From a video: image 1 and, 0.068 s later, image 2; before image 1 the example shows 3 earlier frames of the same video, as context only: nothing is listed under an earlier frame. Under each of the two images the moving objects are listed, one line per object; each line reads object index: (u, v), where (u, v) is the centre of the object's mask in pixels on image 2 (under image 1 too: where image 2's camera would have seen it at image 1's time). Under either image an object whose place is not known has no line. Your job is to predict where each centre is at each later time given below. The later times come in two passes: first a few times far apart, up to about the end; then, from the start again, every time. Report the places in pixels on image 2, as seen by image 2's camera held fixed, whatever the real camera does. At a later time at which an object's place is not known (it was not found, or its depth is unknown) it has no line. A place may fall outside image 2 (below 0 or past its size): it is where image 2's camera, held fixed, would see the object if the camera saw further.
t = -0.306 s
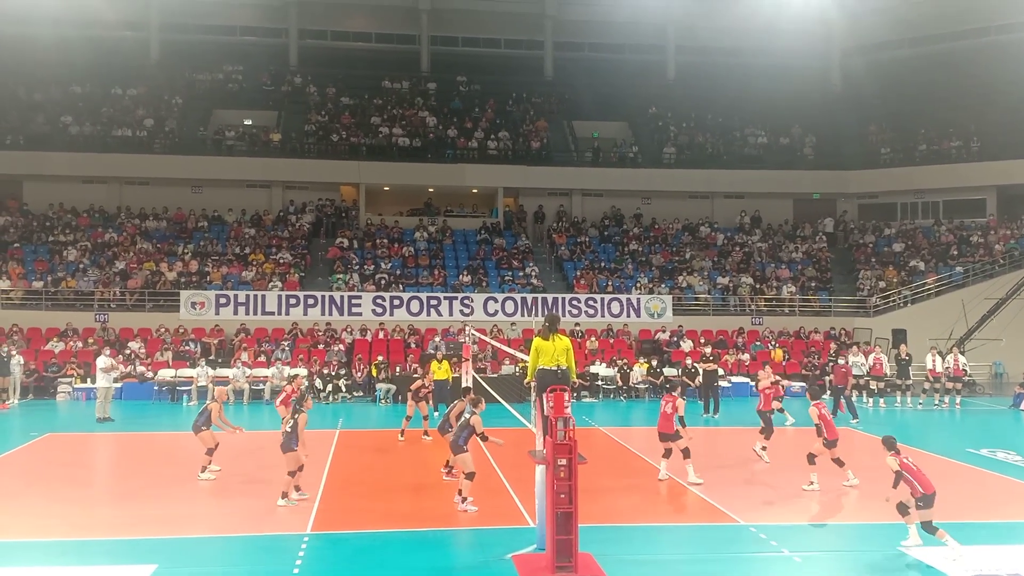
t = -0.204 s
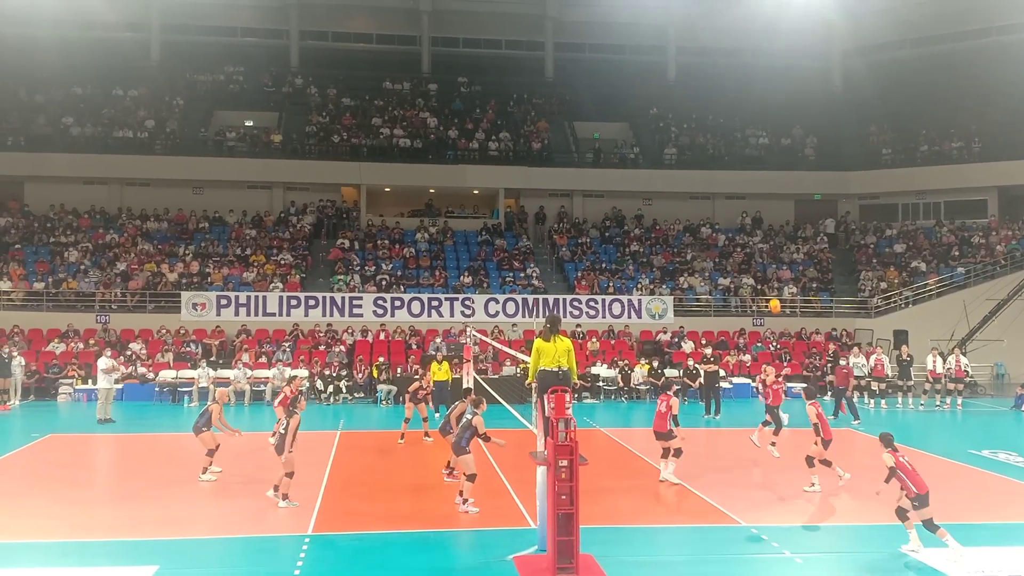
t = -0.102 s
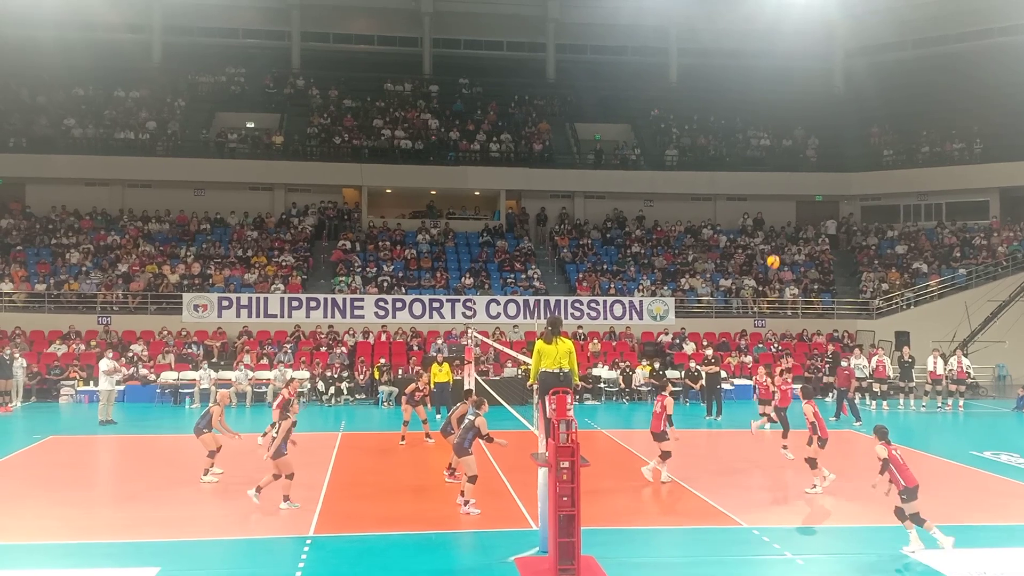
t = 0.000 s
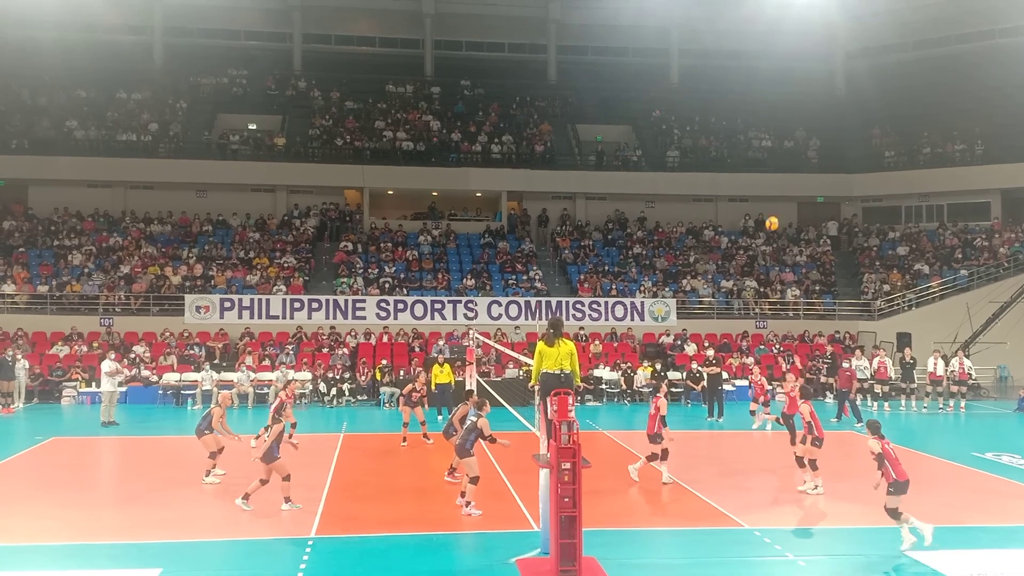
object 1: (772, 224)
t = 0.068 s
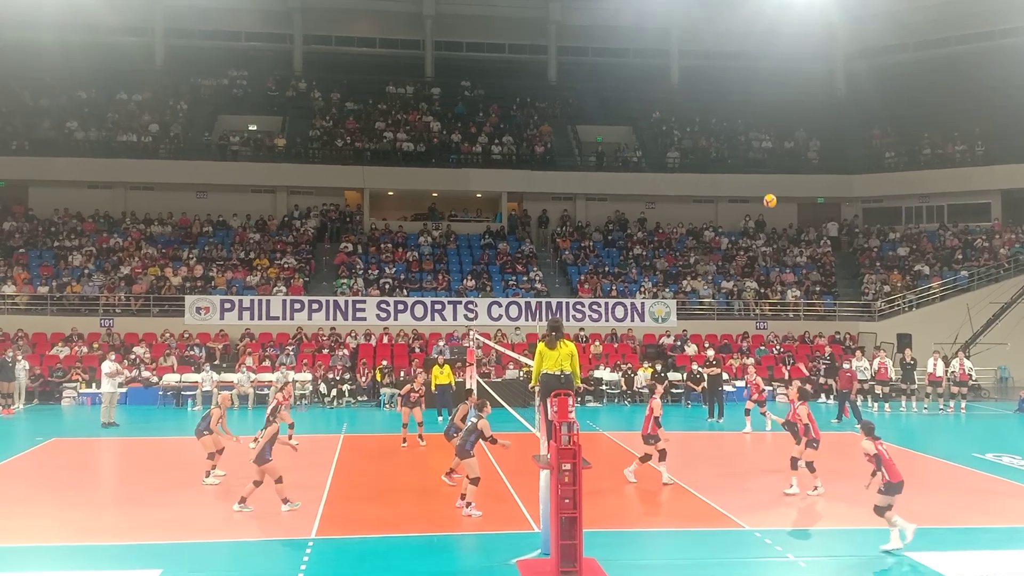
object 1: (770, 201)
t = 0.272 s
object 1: (764, 145)
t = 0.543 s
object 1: (756, 103)
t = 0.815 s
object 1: (747, 104)
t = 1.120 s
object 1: (737, 161)
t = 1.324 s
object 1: (730, 235)
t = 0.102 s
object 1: (769, 190)
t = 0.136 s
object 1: (768, 180)
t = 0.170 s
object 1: (767, 170)
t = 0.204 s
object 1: (766, 161)
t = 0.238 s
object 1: (765, 152)
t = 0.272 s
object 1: (764, 145)
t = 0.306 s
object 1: (763, 137)
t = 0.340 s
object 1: (762, 130)
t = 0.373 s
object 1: (761, 124)
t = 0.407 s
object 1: (760, 119)
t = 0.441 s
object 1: (759, 114)
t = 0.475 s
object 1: (758, 109)
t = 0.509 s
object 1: (756, 106)
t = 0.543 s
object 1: (756, 103)
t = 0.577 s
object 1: (755, 101)
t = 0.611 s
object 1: (754, 99)
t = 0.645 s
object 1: (753, 98)
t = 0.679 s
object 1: (751, 98)
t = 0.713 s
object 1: (750, 98)
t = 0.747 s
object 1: (749, 100)
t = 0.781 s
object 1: (748, 102)
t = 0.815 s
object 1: (747, 104)
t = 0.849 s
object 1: (746, 107)
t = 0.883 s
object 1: (745, 111)
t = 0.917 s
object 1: (744, 116)
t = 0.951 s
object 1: (742, 122)
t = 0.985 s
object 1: (741, 128)
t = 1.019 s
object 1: (740, 135)
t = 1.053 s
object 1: (739, 143)
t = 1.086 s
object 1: (738, 152)
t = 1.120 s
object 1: (737, 161)
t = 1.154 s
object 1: (736, 171)
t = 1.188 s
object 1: (734, 183)
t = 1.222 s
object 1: (733, 194)
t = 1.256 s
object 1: (732, 207)
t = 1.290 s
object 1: (732, 220)
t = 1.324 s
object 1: (730, 235)
